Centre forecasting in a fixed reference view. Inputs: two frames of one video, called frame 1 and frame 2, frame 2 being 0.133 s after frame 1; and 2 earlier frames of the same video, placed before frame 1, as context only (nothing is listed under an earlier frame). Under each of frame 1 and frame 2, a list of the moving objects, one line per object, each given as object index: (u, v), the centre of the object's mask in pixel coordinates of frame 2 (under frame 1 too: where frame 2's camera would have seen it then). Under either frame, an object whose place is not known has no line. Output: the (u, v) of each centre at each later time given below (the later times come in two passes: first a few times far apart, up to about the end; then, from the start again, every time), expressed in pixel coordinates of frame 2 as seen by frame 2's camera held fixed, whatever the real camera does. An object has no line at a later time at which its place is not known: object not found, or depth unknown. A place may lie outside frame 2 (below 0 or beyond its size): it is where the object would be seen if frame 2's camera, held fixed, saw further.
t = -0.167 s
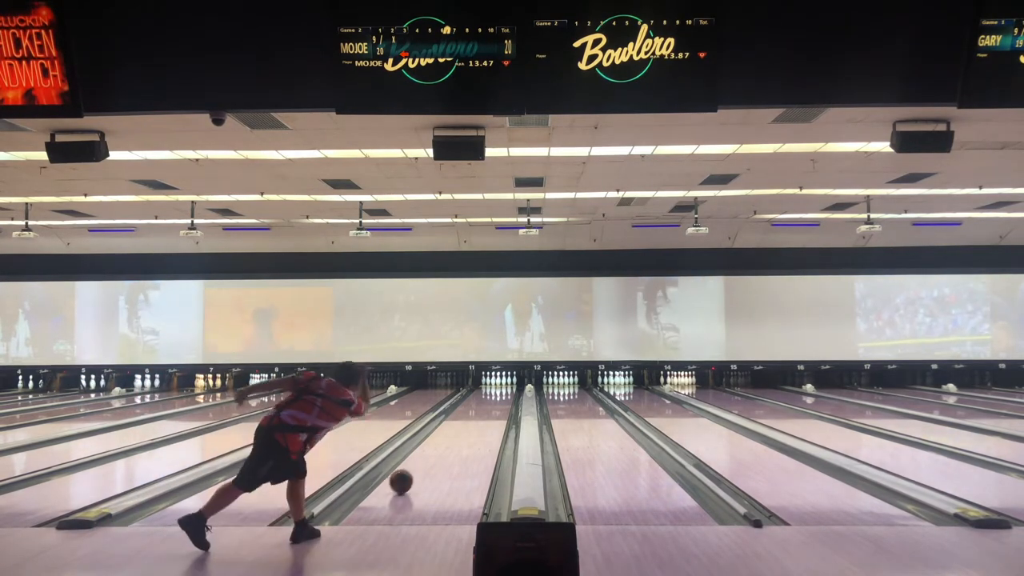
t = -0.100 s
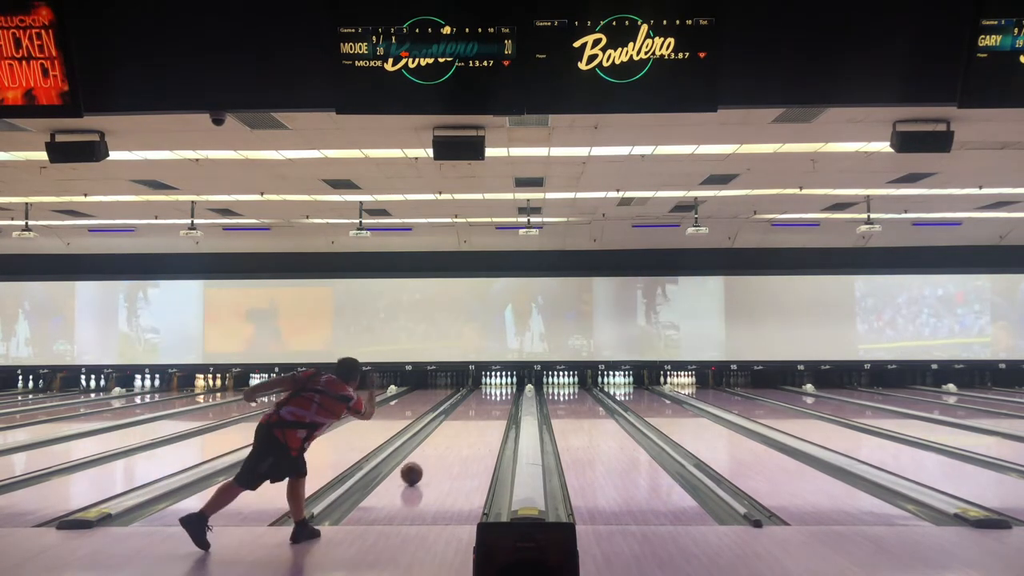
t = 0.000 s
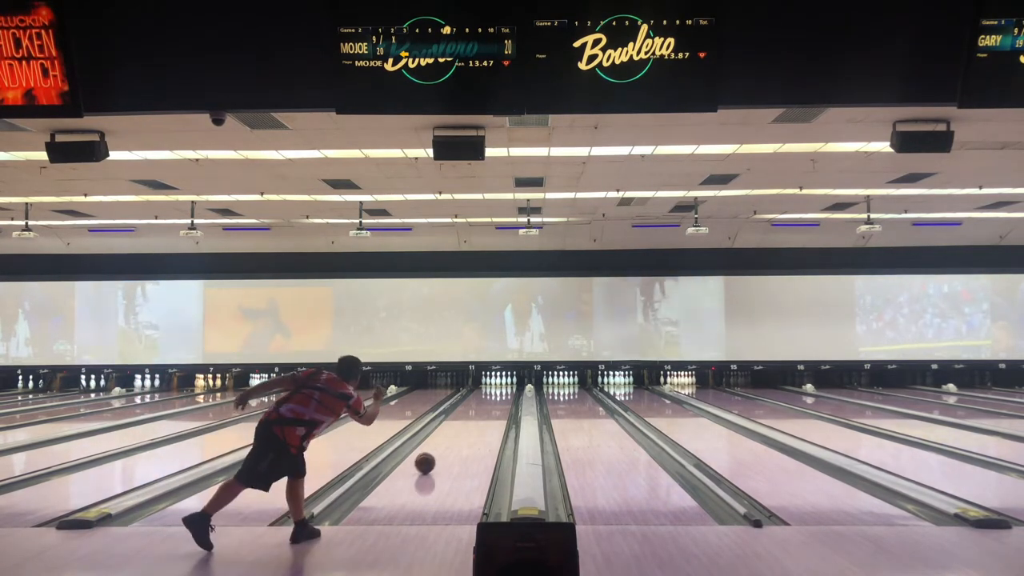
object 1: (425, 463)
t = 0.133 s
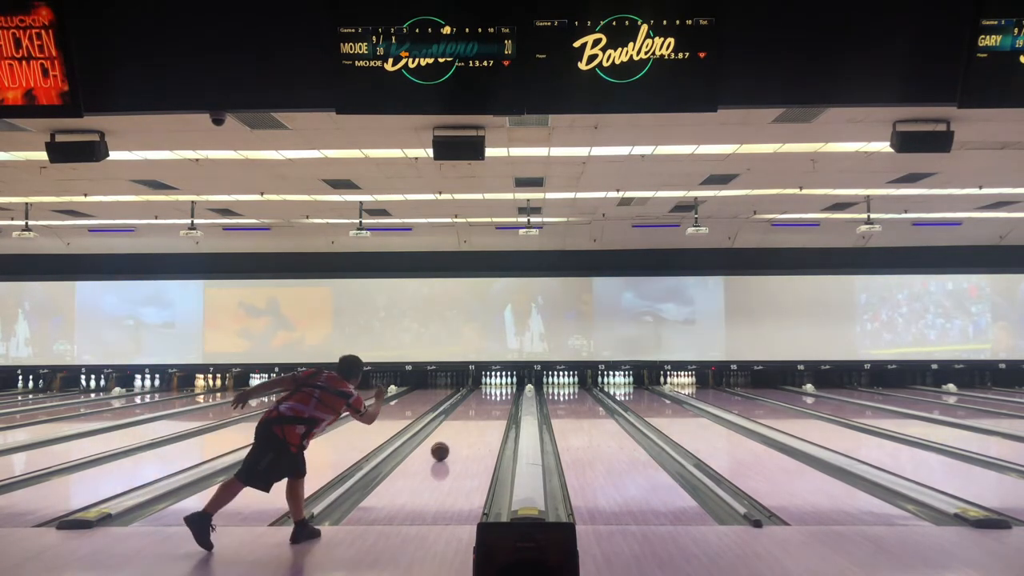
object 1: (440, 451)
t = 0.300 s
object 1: (455, 439)
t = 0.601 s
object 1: (475, 423)
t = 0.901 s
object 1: (489, 412)
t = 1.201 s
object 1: (499, 402)
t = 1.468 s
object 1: (504, 396)
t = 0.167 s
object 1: (443, 448)
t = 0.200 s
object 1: (446, 446)
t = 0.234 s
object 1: (449, 443)
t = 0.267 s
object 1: (452, 441)
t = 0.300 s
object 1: (455, 439)
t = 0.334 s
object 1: (457, 437)
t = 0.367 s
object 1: (460, 435)
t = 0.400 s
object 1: (462, 433)
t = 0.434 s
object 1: (464, 432)
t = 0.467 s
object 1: (467, 430)
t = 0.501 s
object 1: (469, 428)
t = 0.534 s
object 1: (471, 427)
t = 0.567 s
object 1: (473, 425)
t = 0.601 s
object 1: (475, 423)
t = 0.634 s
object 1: (477, 422)
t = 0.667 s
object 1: (478, 420)
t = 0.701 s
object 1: (480, 419)
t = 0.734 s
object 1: (481, 418)
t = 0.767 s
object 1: (483, 417)
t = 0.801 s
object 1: (485, 415)
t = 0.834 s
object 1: (486, 414)
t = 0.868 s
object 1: (487, 413)
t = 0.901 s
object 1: (489, 412)
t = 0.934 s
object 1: (490, 411)
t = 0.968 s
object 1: (491, 410)
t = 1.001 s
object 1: (492, 409)
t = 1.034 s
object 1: (494, 408)
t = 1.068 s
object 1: (495, 407)
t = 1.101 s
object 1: (496, 405)
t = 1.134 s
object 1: (497, 405)
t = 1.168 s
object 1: (498, 403)
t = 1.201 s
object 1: (499, 402)
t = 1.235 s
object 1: (499, 401)
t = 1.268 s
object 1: (500, 401)
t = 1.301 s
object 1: (501, 400)
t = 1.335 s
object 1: (502, 399)
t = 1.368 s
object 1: (503, 399)
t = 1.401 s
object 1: (504, 398)
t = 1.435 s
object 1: (504, 397)
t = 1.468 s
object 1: (504, 396)
